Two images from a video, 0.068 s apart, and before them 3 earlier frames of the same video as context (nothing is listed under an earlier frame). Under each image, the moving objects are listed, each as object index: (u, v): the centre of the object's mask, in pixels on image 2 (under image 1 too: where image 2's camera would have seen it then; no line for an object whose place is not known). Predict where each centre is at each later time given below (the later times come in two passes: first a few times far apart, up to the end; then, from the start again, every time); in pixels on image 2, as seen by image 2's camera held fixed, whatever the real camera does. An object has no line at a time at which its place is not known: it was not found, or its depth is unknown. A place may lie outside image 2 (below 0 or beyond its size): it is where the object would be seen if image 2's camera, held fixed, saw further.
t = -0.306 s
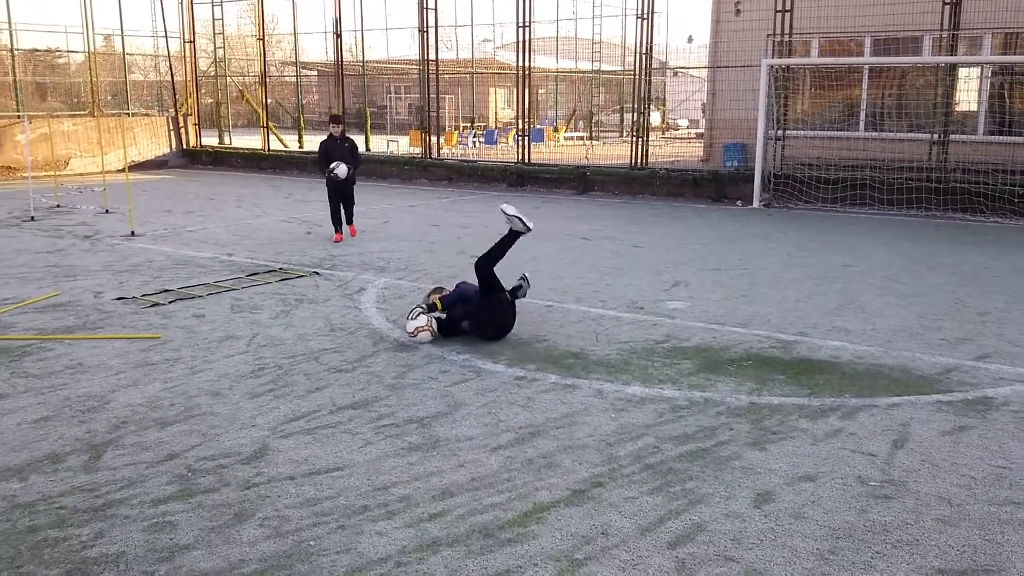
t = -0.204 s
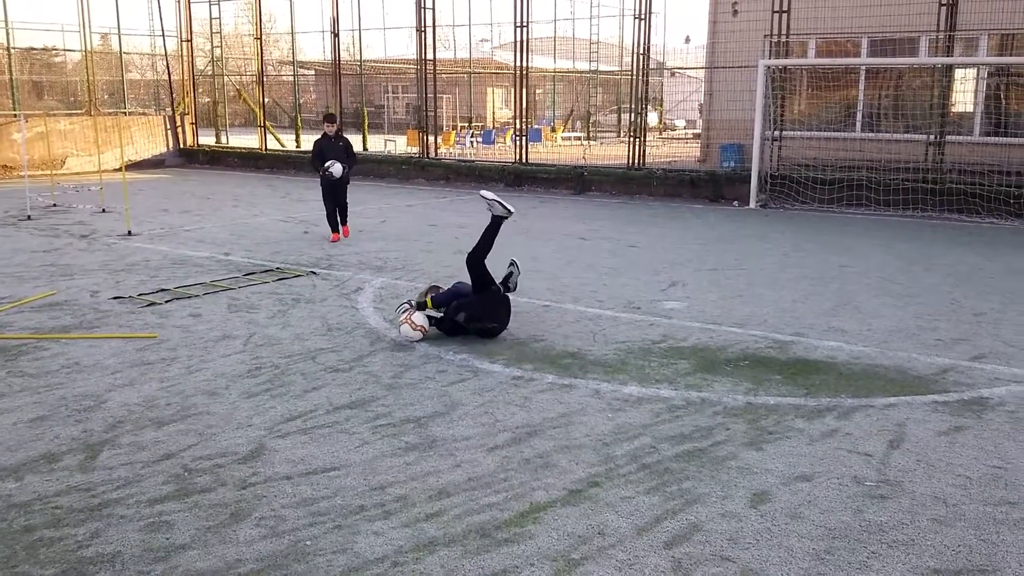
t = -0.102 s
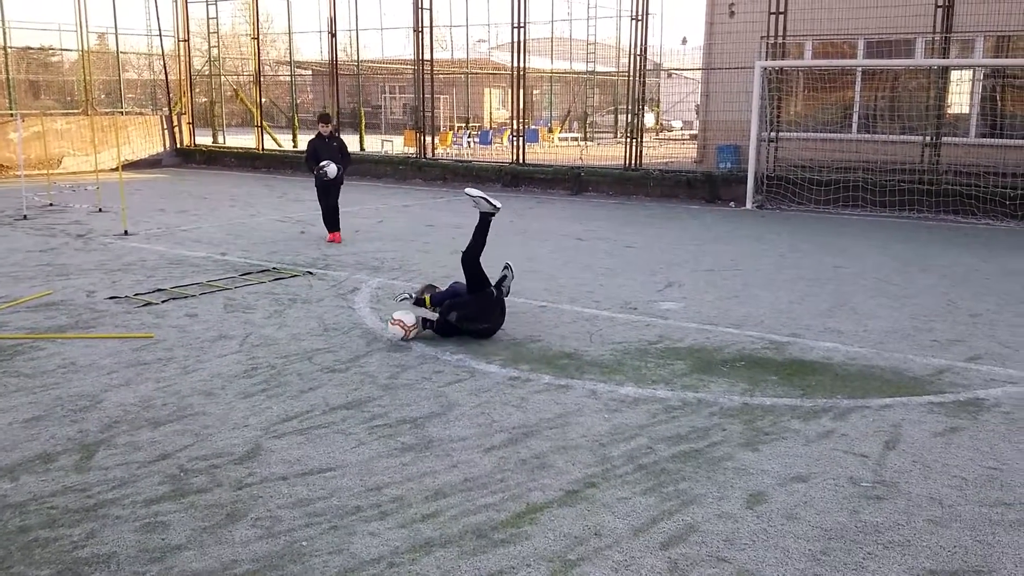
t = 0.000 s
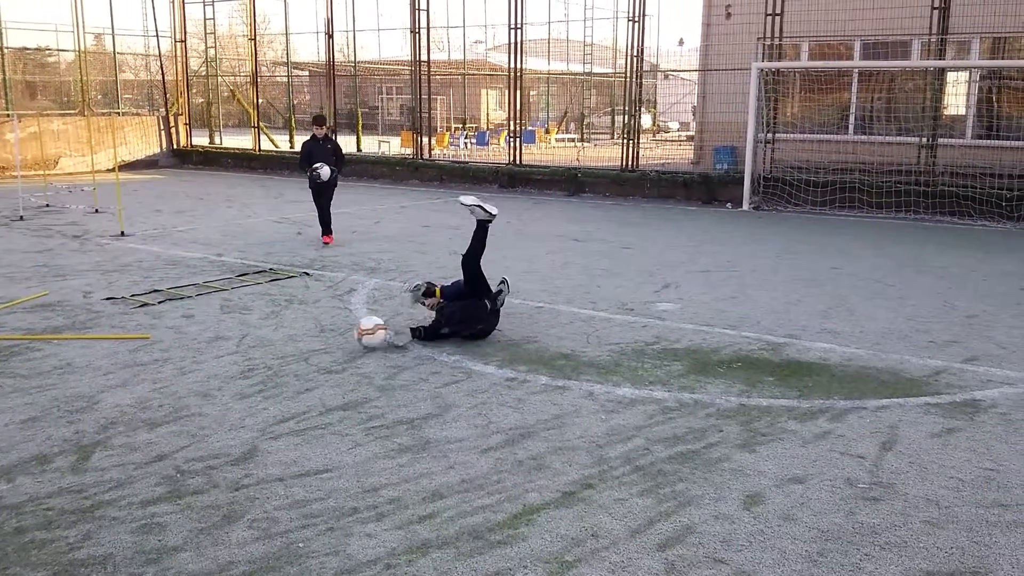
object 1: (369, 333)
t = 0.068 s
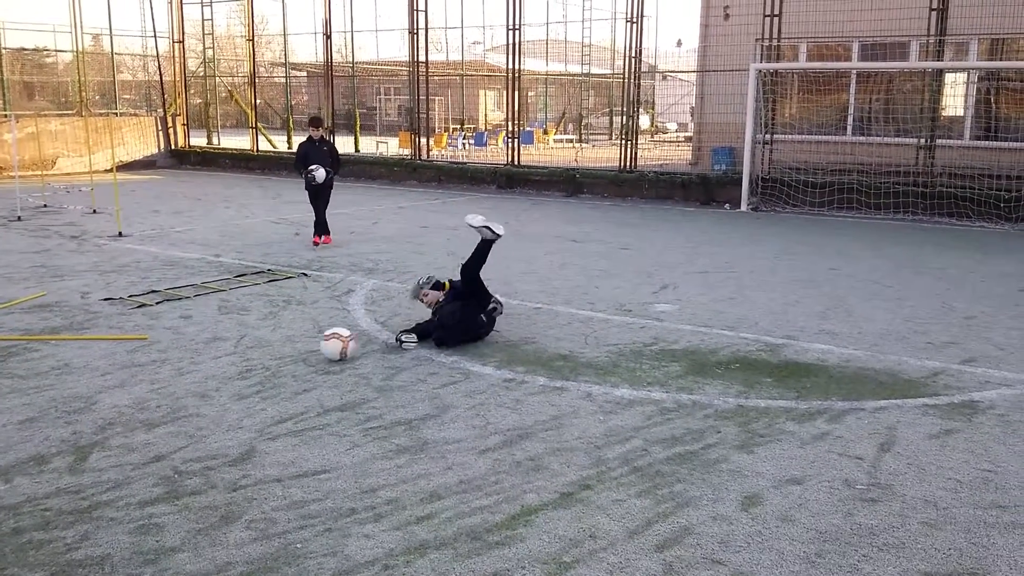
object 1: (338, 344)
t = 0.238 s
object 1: (254, 367)
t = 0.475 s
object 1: (135, 400)
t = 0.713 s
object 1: (26, 429)
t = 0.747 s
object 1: (19, 432)
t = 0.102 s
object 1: (321, 347)
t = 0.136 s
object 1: (305, 349)
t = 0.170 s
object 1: (288, 356)
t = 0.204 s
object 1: (272, 362)
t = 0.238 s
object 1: (254, 367)
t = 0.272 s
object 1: (237, 372)
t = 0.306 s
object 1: (220, 377)
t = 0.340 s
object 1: (202, 381)
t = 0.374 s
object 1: (185, 386)
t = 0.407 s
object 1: (168, 391)
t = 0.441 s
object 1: (151, 395)
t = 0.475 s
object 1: (135, 400)
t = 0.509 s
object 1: (117, 404)
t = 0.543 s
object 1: (101, 408)
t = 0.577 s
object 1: (85, 413)
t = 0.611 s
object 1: (69, 417)
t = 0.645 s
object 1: (53, 421)
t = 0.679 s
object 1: (37, 424)
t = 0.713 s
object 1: (26, 429)
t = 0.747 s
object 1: (19, 432)
